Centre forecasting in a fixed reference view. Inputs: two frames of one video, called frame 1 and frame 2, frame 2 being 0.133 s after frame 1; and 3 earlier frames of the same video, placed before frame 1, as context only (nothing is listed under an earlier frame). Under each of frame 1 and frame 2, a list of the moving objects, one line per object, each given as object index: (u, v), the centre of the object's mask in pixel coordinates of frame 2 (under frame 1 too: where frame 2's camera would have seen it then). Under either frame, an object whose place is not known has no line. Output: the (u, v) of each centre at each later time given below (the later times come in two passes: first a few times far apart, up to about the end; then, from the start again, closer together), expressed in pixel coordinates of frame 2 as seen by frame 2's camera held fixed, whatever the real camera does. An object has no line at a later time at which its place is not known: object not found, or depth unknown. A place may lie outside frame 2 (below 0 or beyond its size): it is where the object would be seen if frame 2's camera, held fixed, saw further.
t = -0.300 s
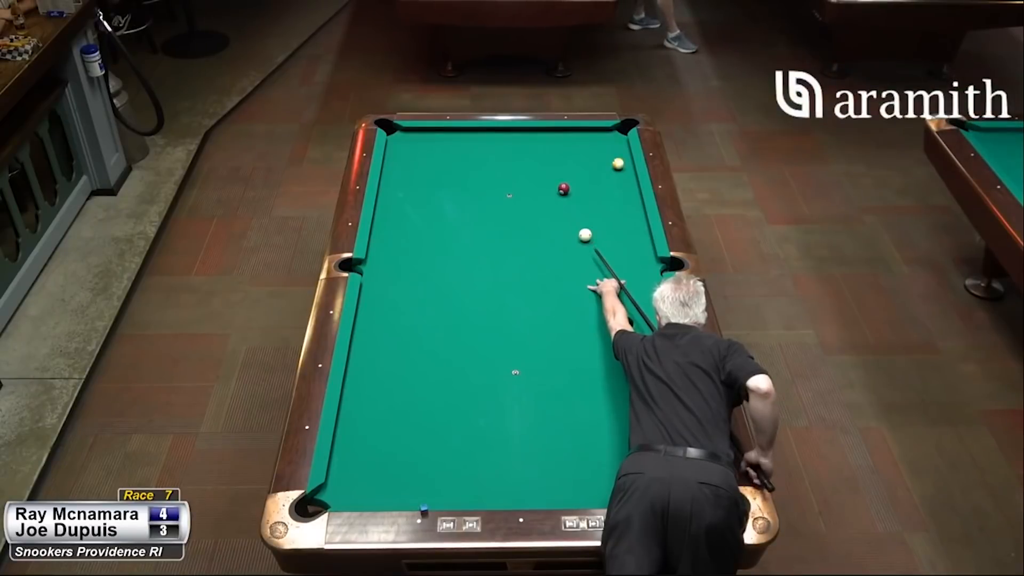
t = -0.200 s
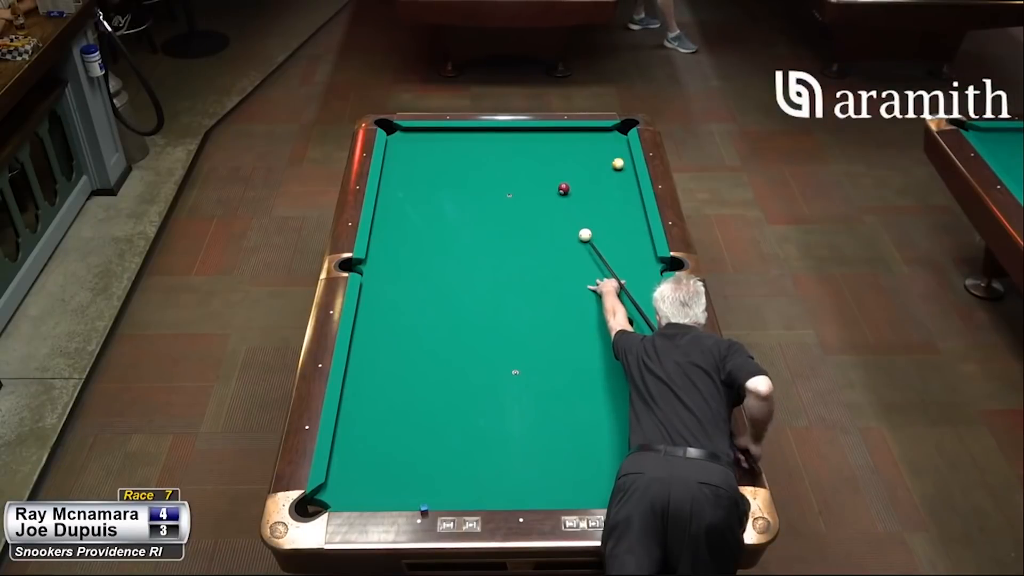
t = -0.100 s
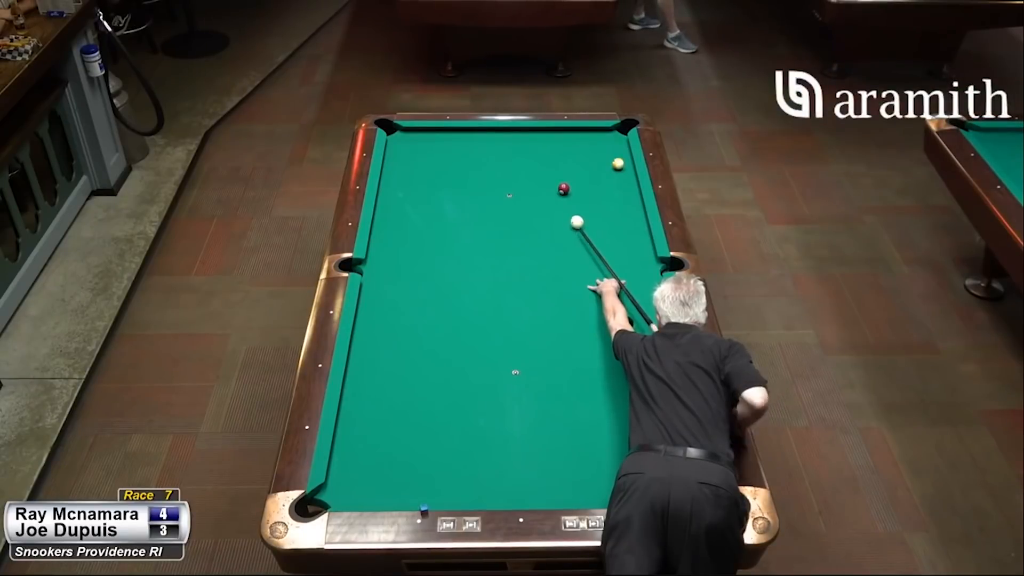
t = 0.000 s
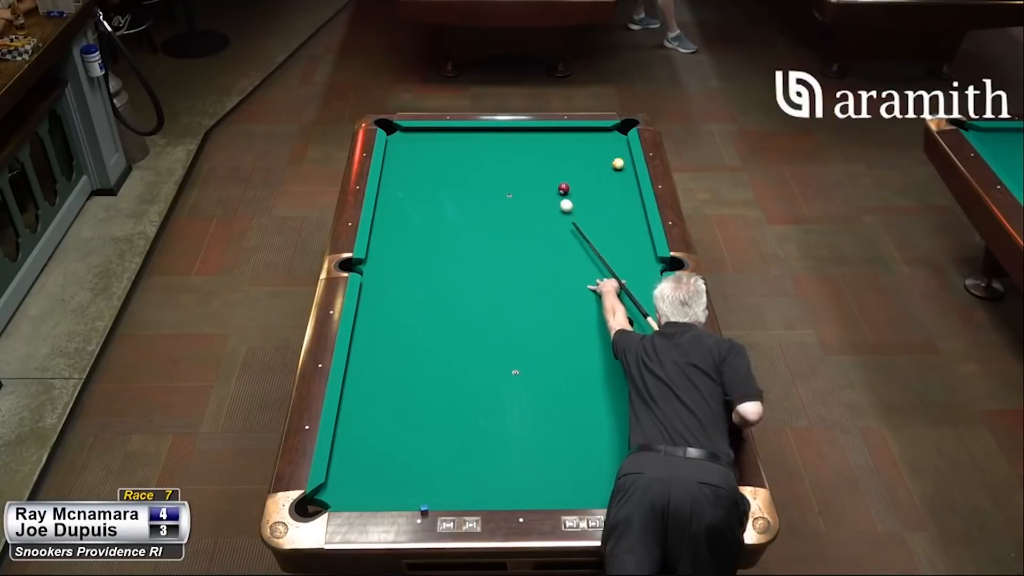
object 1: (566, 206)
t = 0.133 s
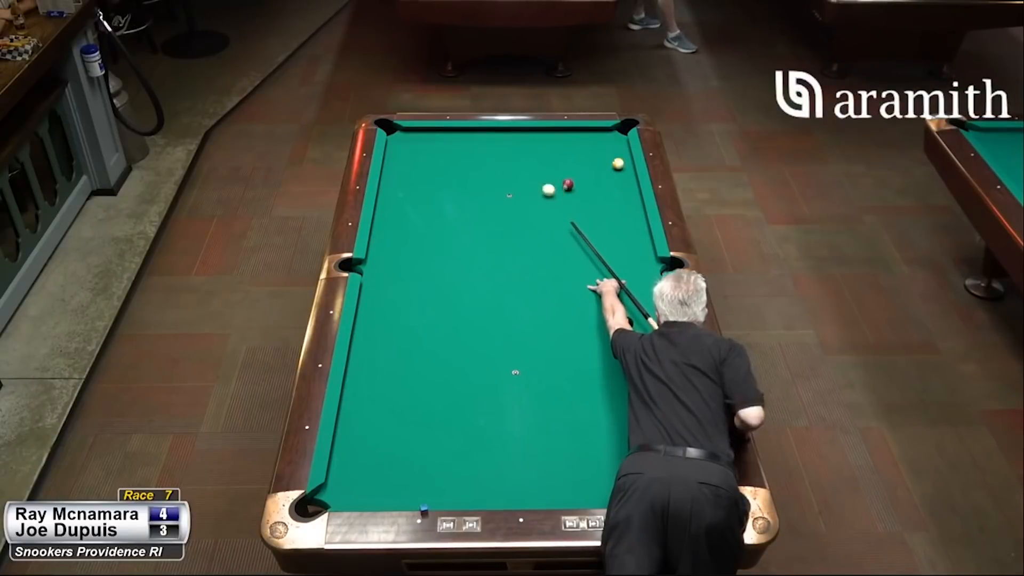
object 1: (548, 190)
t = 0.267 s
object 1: (530, 181)
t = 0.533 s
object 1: (487, 160)
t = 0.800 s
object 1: (451, 141)
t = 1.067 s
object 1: (421, 133)
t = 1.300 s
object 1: (395, 143)
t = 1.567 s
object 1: (401, 154)
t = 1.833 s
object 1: (416, 166)
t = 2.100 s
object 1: (430, 177)
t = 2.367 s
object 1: (443, 187)
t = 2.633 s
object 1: (458, 198)
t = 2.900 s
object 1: (471, 209)
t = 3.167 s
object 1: (484, 218)
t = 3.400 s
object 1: (496, 227)
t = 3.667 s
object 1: (507, 236)
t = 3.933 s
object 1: (520, 246)
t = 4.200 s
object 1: (531, 254)
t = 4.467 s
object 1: (541, 262)
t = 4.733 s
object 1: (552, 270)
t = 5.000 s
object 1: (561, 277)
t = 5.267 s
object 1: (569, 283)
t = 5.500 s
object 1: (577, 288)
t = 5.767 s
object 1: (583, 293)
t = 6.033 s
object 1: (590, 298)
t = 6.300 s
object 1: (596, 302)
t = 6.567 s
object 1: (600, 305)
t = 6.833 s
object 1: (603, 307)
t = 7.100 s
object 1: (605, 309)
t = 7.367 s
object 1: (606, 310)
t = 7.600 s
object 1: (606, 310)
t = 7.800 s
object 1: (605, 310)
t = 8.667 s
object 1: (606, 310)
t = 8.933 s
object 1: (606, 310)
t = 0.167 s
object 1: (545, 189)
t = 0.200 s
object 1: (537, 185)
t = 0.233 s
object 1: (532, 182)
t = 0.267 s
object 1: (530, 181)
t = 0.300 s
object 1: (522, 177)
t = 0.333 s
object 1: (517, 175)
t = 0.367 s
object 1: (514, 173)
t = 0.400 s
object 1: (507, 169)
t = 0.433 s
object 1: (502, 167)
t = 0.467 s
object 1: (499, 166)
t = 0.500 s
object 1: (492, 162)
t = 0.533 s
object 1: (487, 160)
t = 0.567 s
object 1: (485, 159)
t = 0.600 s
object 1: (478, 155)
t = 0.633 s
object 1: (474, 153)
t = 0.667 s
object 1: (471, 151)
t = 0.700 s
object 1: (465, 148)
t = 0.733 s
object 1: (460, 146)
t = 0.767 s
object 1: (458, 145)
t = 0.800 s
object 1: (451, 141)
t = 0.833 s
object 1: (447, 139)
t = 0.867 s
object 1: (445, 138)
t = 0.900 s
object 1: (438, 134)
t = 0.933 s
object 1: (434, 132)
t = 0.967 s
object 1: (432, 132)
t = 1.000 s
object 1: (426, 131)
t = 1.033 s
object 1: (423, 133)
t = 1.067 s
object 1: (421, 133)
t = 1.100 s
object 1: (416, 135)
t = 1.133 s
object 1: (413, 136)
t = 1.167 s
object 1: (411, 137)
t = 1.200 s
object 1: (406, 139)
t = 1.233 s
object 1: (402, 140)
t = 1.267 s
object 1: (400, 141)
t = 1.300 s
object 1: (395, 143)
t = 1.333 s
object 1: (392, 144)
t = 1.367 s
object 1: (390, 145)
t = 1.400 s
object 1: (393, 147)
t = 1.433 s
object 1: (394, 149)
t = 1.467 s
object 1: (395, 149)
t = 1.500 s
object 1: (398, 151)
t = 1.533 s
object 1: (400, 153)
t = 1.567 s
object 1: (401, 154)
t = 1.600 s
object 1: (403, 156)
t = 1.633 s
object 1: (405, 157)
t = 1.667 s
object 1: (406, 158)
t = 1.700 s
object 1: (409, 160)
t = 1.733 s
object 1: (411, 161)
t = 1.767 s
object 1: (412, 162)
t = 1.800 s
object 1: (414, 164)
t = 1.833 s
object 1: (416, 166)
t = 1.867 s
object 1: (417, 166)
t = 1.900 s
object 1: (419, 169)
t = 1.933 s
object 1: (421, 170)
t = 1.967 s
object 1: (422, 171)
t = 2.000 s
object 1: (425, 173)
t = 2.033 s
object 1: (427, 174)
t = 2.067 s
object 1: (428, 175)
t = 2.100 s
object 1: (430, 177)
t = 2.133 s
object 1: (432, 178)
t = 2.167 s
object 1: (433, 179)
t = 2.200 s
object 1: (435, 181)
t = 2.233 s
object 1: (437, 182)
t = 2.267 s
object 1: (438, 183)
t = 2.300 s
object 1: (441, 185)
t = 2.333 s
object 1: (442, 186)
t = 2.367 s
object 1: (443, 187)
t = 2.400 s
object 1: (446, 189)
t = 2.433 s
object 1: (447, 190)
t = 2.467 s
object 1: (448, 191)
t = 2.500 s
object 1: (451, 193)
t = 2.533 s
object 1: (453, 194)
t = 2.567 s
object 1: (454, 195)
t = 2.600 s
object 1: (456, 197)
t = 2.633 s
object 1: (458, 198)
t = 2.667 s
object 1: (459, 199)
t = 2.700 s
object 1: (461, 201)
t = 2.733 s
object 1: (463, 202)
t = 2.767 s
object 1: (464, 203)
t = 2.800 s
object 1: (467, 205)
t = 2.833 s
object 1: (468, 206)
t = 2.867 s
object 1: (469, 207)
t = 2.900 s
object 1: (471, 209)
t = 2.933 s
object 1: (473, 210)
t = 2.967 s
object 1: (474, 210)
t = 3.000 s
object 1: (476, 212)
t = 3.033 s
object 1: (478, 214)
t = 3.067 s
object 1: (479, 214)
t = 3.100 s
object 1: (481, 216)
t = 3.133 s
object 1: (483, 217)
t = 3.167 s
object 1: (484, 218)
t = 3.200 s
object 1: (486, 220)
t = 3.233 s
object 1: (488, 221)
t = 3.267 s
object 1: (489, 222)
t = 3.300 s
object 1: (491, 224)
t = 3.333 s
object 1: (492, 225)
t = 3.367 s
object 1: (493, 225)
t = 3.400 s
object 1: (496, 227)
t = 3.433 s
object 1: (497, 228)
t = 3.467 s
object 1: (498, 229)
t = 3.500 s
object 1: (500, 231)
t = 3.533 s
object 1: (502, 232)
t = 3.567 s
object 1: (503, 233)
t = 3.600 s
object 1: (505, 234)
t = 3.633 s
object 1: (507, 235)
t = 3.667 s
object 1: (507, 236)
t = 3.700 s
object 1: (509, 238)
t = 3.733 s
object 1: (511, 239)
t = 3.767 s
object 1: (512, 239)
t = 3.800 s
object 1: (514, 241)
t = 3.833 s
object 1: (515, 242)
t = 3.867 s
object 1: (516, 243)
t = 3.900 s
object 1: (518, 244)
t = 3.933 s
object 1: (520, 246)
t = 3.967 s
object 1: (520, 246)
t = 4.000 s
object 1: (523, 248)
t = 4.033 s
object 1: (524, 249)
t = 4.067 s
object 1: (525, 249)
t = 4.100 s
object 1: (527, 251)
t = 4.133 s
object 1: (528, 252)
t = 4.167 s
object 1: (529, 252)
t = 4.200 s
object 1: (531, 254)
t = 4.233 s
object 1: (532, 255)
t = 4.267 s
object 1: (533, 256)
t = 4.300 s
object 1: (535, 257)
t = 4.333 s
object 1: (537, 258)
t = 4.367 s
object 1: (537, 259)
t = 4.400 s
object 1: (539, 260)
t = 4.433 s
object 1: (540, 261)
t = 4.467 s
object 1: (541, 262)
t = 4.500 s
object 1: (543, 263)
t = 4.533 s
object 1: (544, 264)
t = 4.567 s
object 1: (545, 264)
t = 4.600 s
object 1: (547, 266)
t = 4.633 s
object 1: (548, 267)
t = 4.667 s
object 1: (549, 267)
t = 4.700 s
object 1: (550, 269)
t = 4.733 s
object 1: (552, 270)
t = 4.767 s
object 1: (552, 270)
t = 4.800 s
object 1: (554, 272)
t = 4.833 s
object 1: (556, 272)
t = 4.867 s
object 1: (556, 273)
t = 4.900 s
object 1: (558, 274)
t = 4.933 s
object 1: (559, 275)
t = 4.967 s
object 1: (560, 275)
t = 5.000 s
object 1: (561, 277)
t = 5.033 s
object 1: (562, 278)
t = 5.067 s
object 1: (563, 278)
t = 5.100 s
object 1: (564, 279)
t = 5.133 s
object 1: (566, 280)
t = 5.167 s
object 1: (566, 280)
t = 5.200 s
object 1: (568, 282)
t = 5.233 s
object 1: (569, 282)
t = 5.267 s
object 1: (569, 283)
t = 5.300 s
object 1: (571, 284)
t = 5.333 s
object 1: (572, 285)
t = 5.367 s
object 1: (572, 285)
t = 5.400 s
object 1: (574, 286)
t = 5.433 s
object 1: (575, 287)
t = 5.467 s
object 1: (575, 287)
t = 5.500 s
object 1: (577, 288)
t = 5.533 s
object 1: (578, 289)
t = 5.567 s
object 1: (578, 289)
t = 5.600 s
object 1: (580, 290)
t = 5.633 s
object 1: (581, 291)
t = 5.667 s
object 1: (581, 291)
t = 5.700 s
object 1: (582, 292)
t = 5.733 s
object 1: (583, 293)
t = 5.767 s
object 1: (583, 293)
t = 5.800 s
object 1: (585, 294)
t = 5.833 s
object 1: (586, 295)
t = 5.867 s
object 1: (586, 295)
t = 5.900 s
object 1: (587, 296)
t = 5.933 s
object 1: (588, 296)
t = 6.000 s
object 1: (589, 297)
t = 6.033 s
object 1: (590, 298)
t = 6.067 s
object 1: (591, 298)
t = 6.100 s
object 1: (592, 299)
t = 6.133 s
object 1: (592, 300)
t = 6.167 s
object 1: (593, 300)
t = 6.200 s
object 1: (594, 300)
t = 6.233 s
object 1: (594, 301)
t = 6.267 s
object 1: (595, 301)
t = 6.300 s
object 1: (596, 302)
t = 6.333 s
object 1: (596, 302)
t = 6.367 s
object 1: (597, 302)
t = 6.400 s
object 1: (597, 303)
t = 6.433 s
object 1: (598, 304)
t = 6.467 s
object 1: (598, 304)
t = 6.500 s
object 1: (599, 304)
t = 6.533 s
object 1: (599, 305)
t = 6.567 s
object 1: (600, 305)
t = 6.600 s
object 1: (600, 305)
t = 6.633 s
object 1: (601, 306)
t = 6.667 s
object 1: (601, 306)
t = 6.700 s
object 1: (601, 306)
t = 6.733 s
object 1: (602, 306)
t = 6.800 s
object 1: (603, 307)
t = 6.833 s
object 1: (603, 307)
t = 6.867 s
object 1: (603, 307)
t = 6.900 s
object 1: (603, 308)
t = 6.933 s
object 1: (604, 308)
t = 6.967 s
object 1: (604, 308)
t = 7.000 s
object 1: (604, 308)
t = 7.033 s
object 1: (605, 309)
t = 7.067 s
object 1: (605, 309)
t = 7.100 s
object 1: (605, 309)
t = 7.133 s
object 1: (605, 309)
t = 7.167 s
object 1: (605, 309)
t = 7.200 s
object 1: (606, 309)
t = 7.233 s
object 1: (606, 309)
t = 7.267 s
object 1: (606, 309)
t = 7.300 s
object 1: (606, 309)
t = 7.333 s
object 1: (606, 310)
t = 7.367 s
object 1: (606, 310)
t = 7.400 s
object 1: (606, 310)
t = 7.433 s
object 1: (606, 310)
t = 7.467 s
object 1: (606, 310)
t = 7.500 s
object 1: (606, 310)
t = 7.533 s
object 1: (606, 310)
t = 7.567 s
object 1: (606, 310)
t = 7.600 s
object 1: (606, 310)
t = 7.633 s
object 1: (606, 310)
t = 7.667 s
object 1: (606, 310)
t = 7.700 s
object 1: (606, 310)
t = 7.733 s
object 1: (606, 310)
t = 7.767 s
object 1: (606, 310)
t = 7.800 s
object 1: (605, 310)
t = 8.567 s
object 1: (606, 310)
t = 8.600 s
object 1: (606, 310)
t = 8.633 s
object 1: (606, 310)
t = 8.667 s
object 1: (606, 310)
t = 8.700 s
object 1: (606, 310)
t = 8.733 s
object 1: (606, 310)
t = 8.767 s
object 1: (606, 310)
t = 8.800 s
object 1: (606, 310)
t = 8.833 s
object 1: (606, 310)
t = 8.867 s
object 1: (606, 310)
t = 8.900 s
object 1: (606, 310)
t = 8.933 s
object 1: (606, 310)
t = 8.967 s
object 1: (606, 310)
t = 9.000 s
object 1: (606, 310)
